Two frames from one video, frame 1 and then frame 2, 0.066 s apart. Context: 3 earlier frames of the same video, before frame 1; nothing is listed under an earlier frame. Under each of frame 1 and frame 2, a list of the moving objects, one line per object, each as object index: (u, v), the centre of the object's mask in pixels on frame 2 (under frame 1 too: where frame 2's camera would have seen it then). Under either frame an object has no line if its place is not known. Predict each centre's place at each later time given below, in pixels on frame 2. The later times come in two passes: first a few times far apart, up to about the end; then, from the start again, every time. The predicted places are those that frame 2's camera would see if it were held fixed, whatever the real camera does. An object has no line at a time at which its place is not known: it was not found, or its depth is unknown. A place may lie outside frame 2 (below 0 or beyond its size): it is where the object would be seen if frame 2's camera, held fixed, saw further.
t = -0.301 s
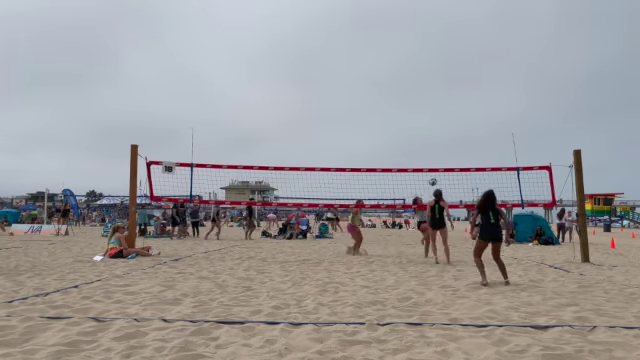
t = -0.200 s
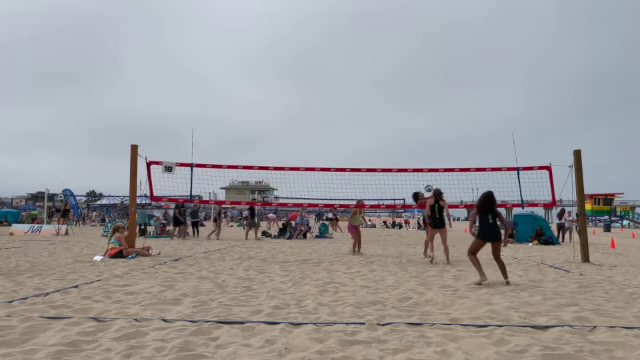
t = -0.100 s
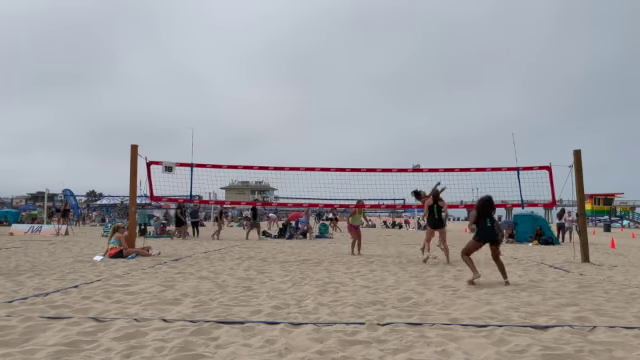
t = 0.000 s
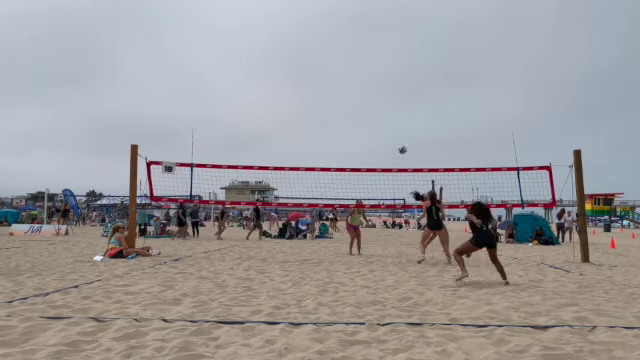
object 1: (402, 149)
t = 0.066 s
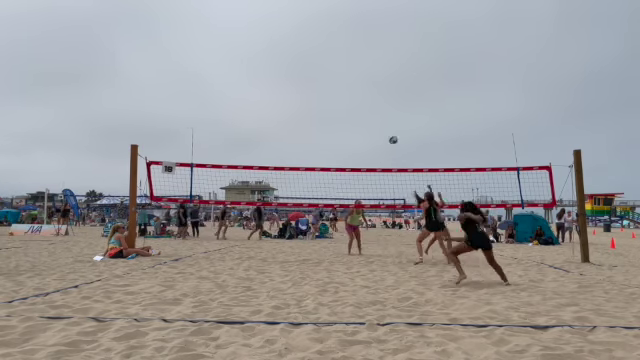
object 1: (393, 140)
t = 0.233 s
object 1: (369, 122)
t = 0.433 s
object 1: (336, 116)
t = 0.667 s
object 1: (294, 132)
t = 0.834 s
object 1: (262, 163)
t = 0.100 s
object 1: (388, 135)
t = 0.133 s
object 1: (383, 131)
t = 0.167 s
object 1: (378, 127)
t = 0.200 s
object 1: (373, 124)
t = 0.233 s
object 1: (369, 122)
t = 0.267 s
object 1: (363, 119)
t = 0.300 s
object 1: (358, 118)
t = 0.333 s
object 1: (353, 116)
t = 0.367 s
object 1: (348, 116)
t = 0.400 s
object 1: (342, 115)
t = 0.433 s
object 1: (336, 116)
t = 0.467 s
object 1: (331, 117)
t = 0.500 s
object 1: (325, 118)
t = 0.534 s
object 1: (319, 119)
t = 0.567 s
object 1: (313, 122)
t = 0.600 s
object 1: (307, 125)
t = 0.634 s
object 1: (301, 128)
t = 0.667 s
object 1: (294, 132)
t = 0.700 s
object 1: (288, 138)
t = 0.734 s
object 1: (282, 143)
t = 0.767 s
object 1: (275, 149)
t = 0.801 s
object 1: (268, 156)
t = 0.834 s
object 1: (262, 163)
